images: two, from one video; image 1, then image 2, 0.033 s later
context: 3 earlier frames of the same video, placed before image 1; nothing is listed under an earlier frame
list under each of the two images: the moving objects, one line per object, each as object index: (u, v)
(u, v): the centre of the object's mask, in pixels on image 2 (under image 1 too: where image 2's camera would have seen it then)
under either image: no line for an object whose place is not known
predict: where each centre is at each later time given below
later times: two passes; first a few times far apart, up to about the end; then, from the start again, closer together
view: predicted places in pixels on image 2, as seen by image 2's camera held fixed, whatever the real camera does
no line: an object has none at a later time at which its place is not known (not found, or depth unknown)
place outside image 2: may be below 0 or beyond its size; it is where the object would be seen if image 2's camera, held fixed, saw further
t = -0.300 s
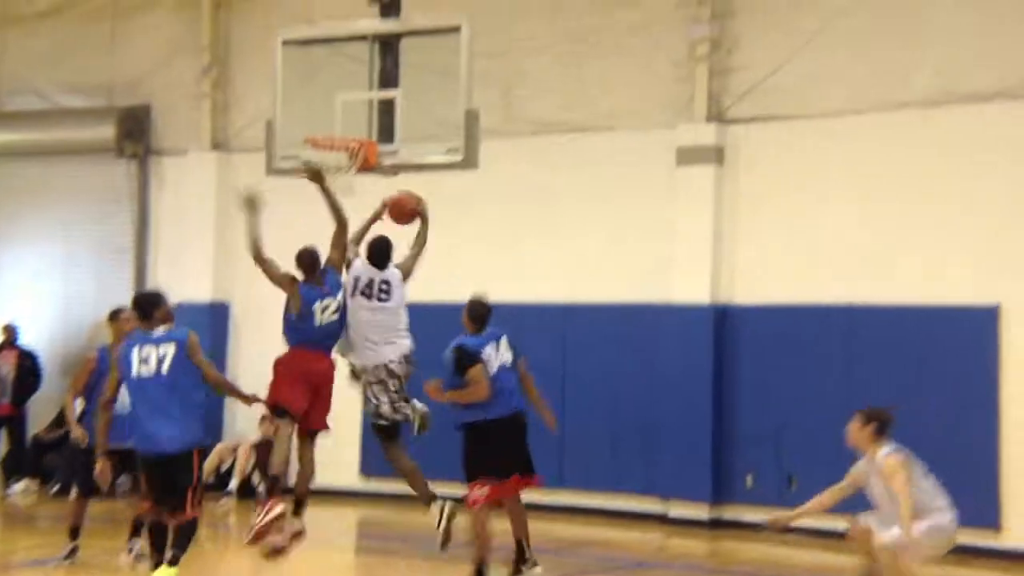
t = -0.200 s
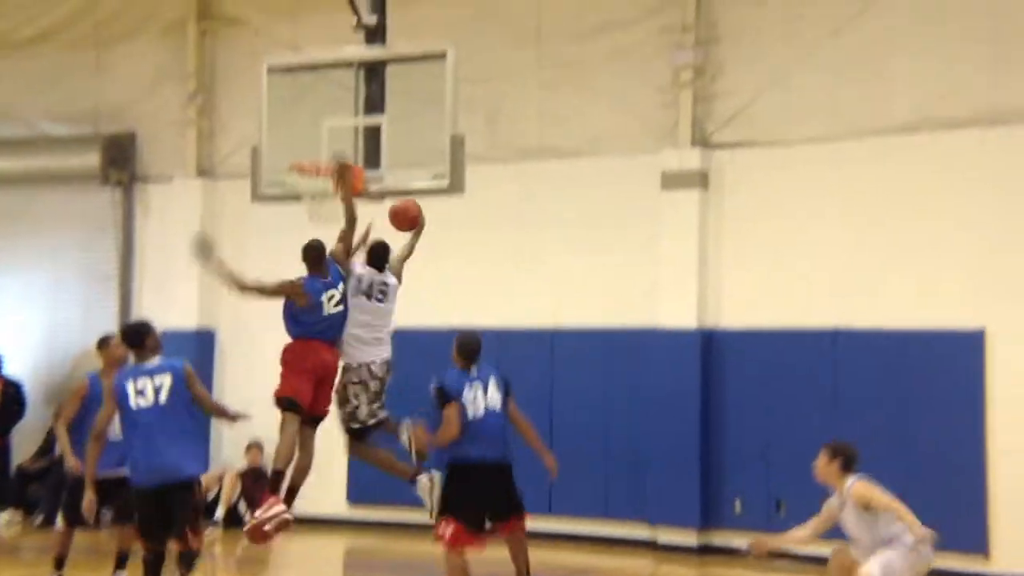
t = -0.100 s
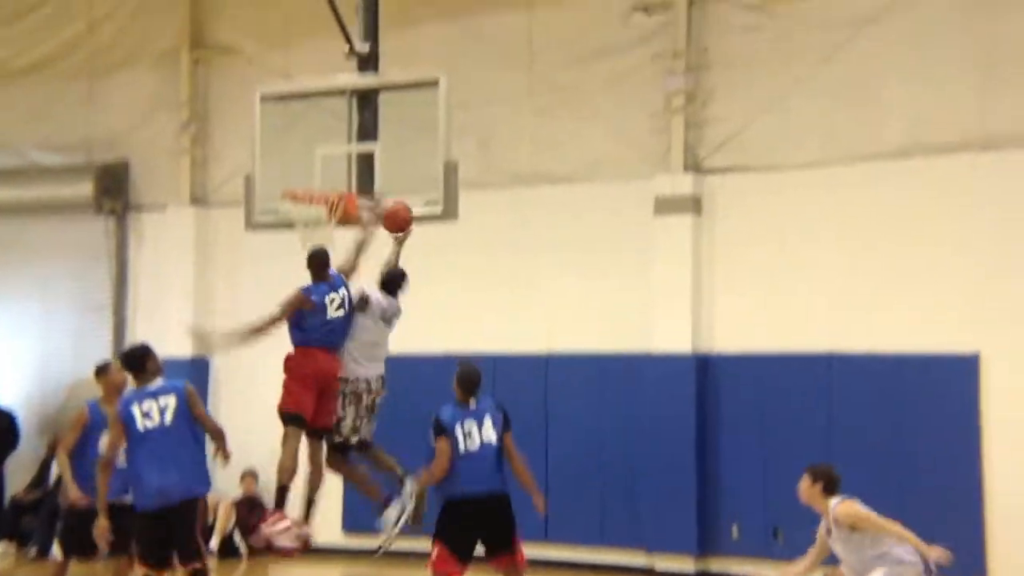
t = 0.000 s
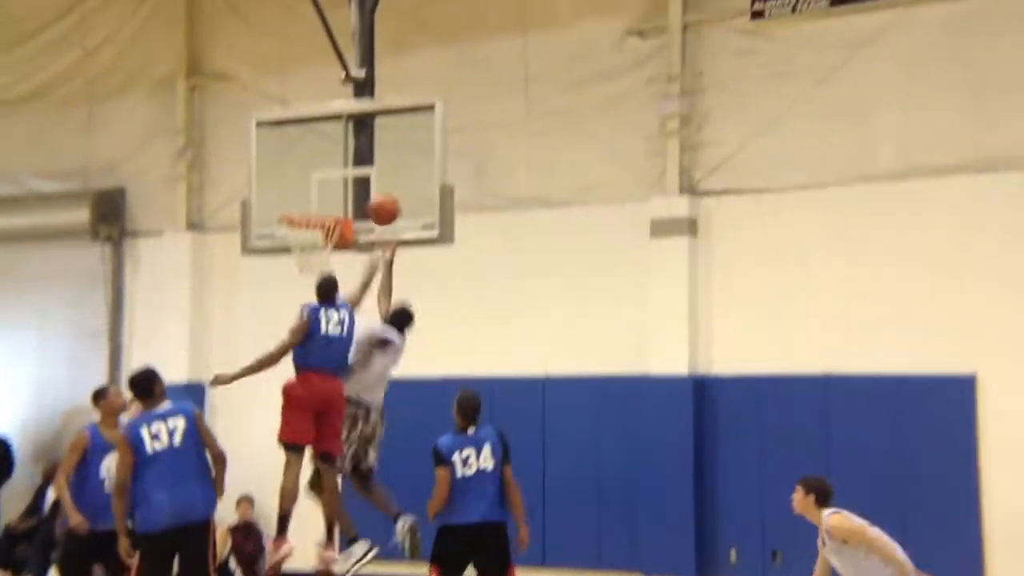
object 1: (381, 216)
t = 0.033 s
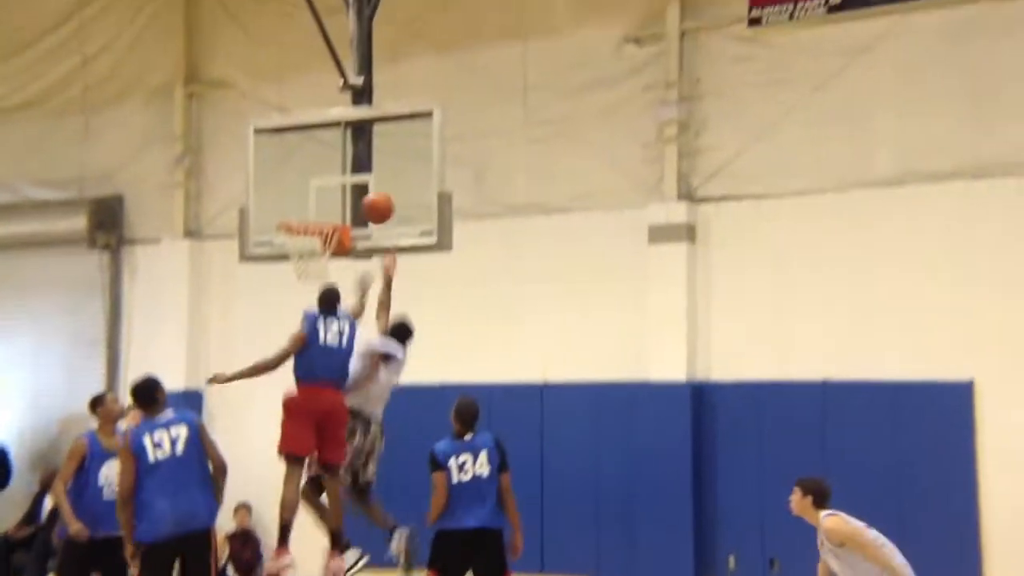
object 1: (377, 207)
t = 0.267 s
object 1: (335, 183)
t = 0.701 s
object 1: (312, 226)
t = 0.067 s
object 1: (373, 200)
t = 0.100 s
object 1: (369, 194)
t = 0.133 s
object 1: (363, 190)
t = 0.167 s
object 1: (356, 185)
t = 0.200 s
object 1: (350, 185)
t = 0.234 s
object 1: (342, 183)
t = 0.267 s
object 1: (335, 183)
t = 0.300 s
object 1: (328, 184)
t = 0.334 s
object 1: (321, 187)
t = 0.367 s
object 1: (314, 192)
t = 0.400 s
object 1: (307, 197)
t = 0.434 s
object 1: (299, 205)
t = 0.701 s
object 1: (312, 226)
